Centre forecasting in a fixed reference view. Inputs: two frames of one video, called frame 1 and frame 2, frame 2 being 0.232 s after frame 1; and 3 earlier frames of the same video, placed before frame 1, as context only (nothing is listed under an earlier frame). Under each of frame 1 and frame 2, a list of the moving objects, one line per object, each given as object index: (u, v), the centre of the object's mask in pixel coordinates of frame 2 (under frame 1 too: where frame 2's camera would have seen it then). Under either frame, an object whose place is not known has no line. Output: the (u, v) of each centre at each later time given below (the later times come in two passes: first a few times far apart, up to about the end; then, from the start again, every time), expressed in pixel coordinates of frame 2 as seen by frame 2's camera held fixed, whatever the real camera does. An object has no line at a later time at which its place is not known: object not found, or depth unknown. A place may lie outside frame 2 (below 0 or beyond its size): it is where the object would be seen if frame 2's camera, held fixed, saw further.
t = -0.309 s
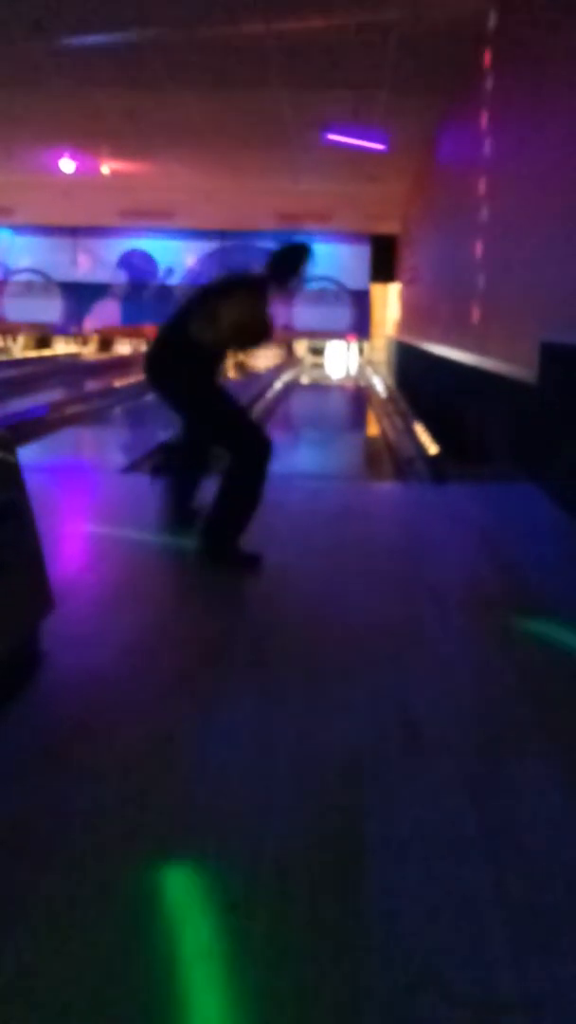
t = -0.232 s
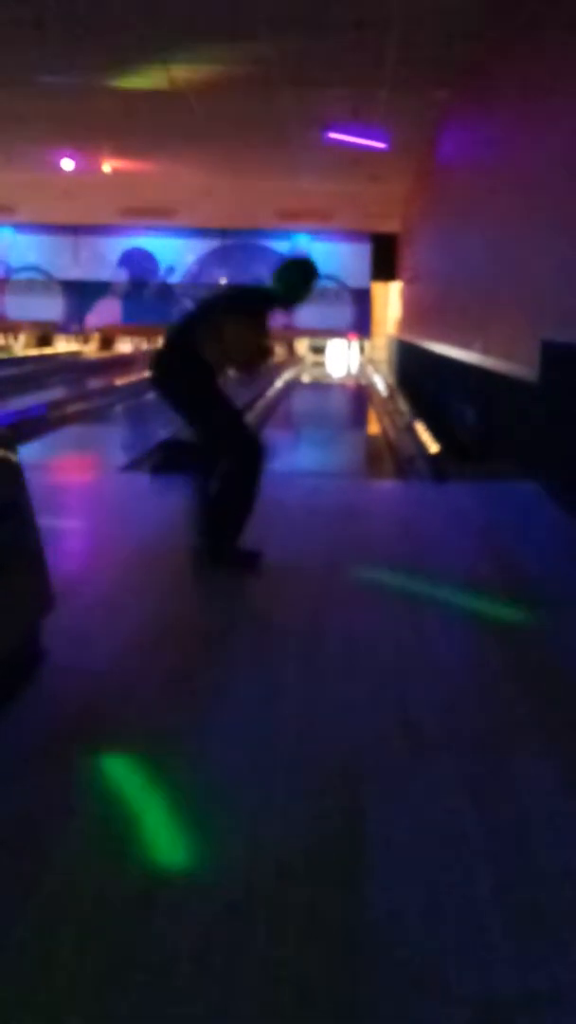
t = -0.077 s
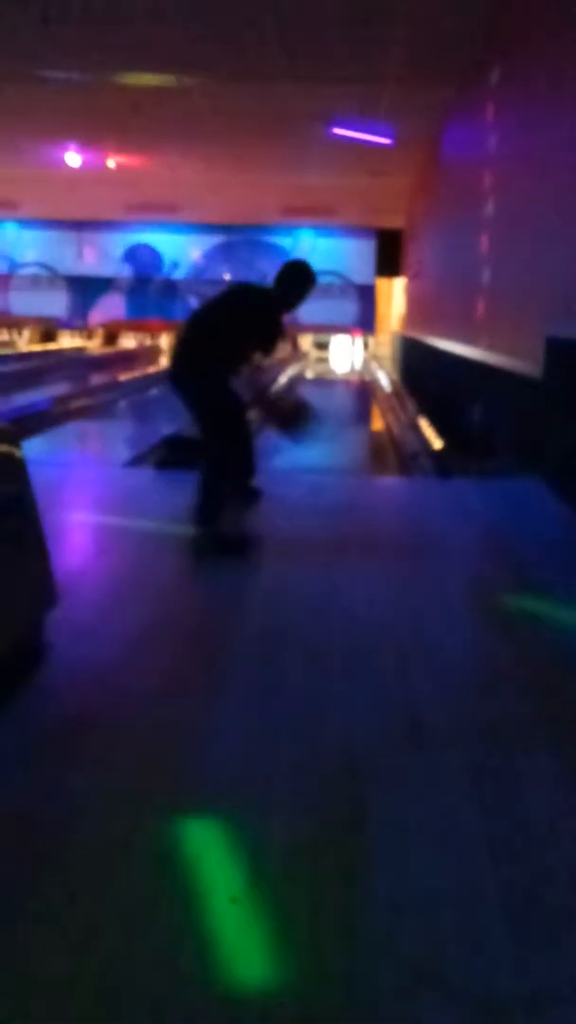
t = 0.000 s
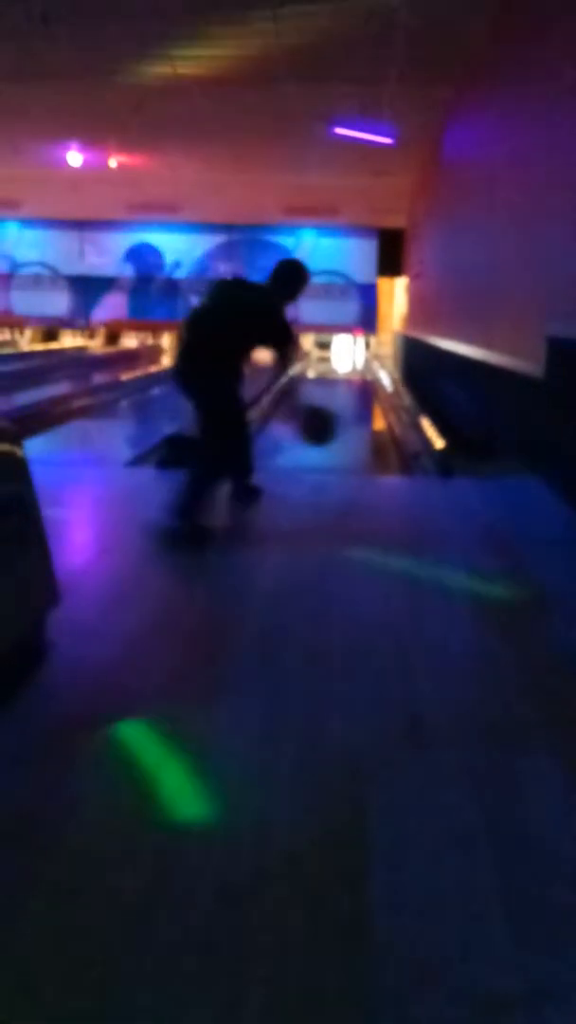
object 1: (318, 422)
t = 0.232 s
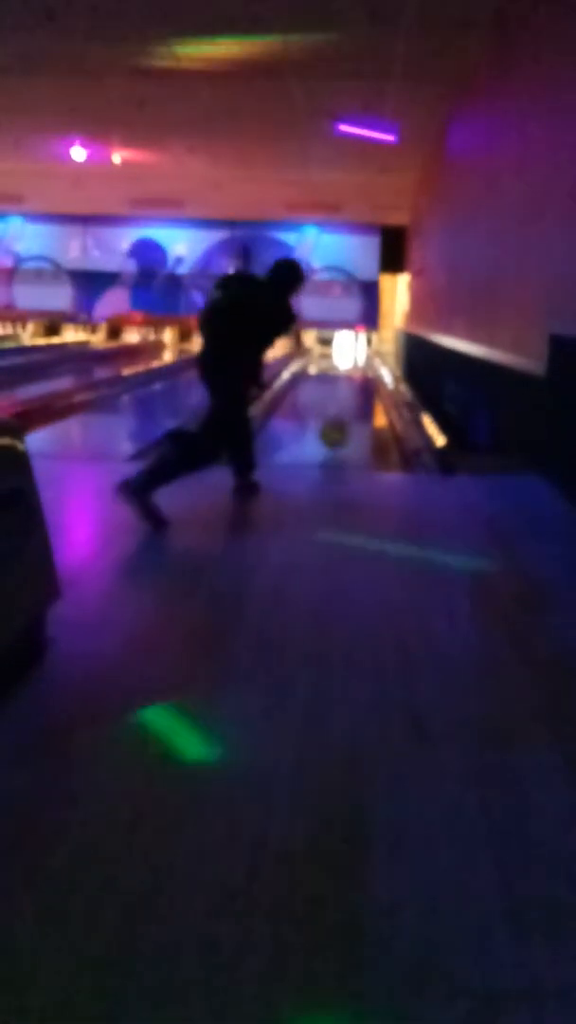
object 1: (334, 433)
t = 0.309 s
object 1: (336, 428)
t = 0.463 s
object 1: (342, 424)
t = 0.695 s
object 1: (346, 404)
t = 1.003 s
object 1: (347, 387)
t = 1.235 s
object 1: (348, 378)
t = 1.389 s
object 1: (347, 373)
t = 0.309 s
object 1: (336, 428)
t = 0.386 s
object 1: (339, 432)
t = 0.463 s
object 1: (342, 424)
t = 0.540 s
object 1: (343, 417)
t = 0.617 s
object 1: (345, 410)
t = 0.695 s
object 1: (346, 404)
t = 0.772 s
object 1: (346, 400)
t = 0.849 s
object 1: (346, 396)
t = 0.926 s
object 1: (347, 392)
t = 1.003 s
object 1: (347, 387)
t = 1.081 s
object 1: (347, 384)
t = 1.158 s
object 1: (348, 382)
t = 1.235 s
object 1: (348, 378)
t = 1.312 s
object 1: (348, 377)
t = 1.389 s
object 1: (347, 373)
